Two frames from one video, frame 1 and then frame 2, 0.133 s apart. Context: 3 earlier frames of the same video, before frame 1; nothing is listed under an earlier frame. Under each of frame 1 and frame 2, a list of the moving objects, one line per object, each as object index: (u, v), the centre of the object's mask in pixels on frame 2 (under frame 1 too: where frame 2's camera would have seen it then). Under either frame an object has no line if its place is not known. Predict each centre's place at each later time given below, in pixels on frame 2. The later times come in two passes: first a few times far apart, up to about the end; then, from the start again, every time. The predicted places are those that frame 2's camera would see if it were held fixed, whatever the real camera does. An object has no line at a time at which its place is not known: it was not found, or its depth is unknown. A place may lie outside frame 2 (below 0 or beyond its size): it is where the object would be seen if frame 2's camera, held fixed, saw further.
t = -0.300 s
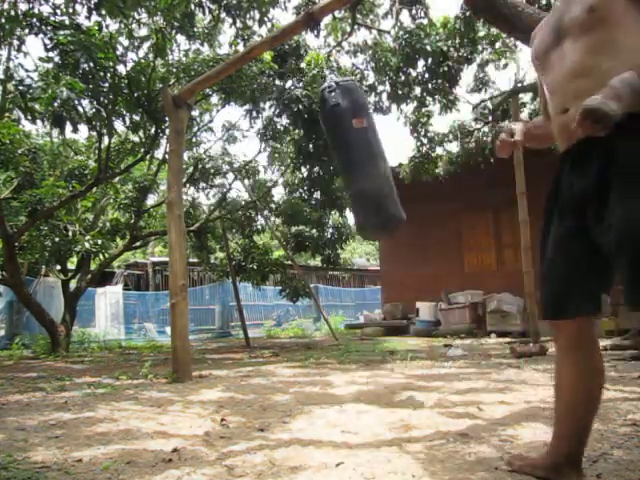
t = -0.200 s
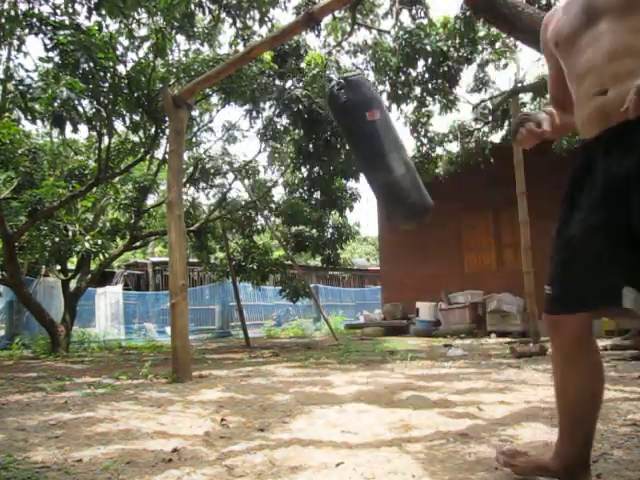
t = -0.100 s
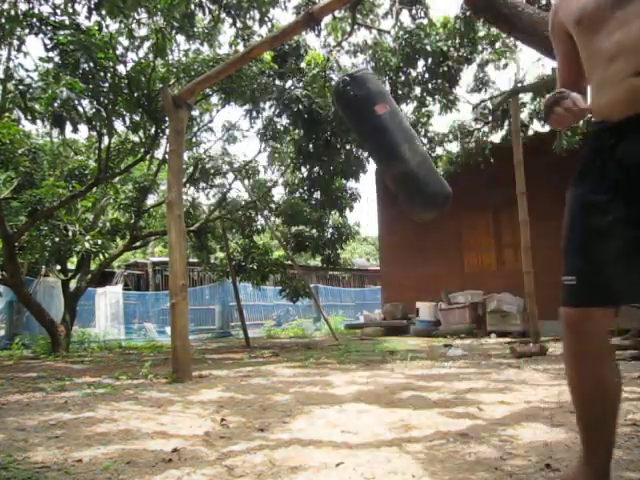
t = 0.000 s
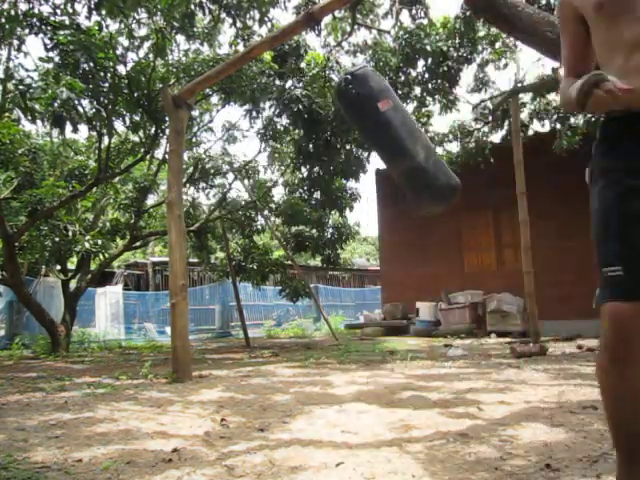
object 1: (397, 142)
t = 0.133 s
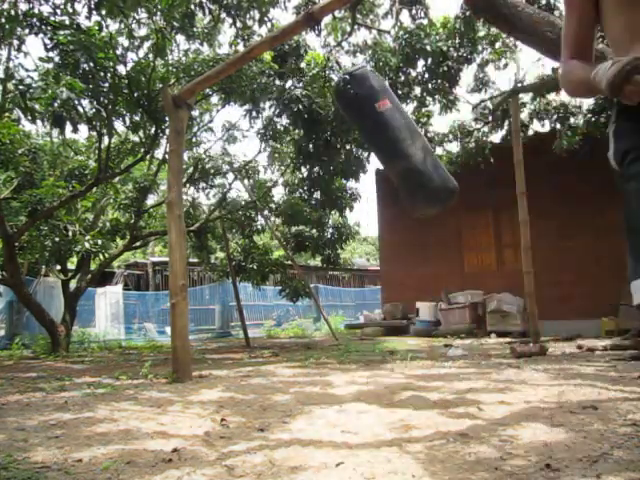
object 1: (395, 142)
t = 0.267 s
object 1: (381, 148)
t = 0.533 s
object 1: (323, 163)
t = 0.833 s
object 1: (259, 154)
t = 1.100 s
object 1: (245, 150)
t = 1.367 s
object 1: (274, 161)
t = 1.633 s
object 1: (332, 164)
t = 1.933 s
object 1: (384, 149)
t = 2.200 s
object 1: (386, 146)
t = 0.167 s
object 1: (393, 143)
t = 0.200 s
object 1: (390, 144)
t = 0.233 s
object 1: (386, 146)
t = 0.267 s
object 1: (381, 148)
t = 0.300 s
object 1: (376, 149)
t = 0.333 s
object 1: (370, 152)
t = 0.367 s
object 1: (363, 155)
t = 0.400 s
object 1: (357, 158)
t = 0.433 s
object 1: (348, 159)
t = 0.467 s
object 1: (340, 162)
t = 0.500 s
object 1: (332, 163)
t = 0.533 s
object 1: (323, 163)
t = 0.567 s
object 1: (314, 163)
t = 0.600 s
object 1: (306, 164)
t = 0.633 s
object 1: (298, 163)
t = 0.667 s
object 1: (290, 161)
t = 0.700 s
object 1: (282, 161)
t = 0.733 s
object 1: (276, 159)
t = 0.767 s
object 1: (270, 158)
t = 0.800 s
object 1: (264, 157)
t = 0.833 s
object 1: (259, 154)
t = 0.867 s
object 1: (254, 154)
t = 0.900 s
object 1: (251, 152)
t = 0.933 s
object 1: (248, 151)
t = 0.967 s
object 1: (247, 150)
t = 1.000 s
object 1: (245, 150)
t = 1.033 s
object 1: (245, 150)
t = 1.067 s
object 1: (244, 150)
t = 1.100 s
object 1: (245, 150)
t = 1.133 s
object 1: (246, 151)
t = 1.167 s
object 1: (248, 152)
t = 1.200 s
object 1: (251, 153)
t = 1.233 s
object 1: (254, 154)
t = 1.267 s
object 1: (258, 157)
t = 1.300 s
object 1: (262, 158)
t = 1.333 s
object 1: (268, 159)
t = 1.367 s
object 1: (274, 161)
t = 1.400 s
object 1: (280, 163)
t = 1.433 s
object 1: (287, 163)
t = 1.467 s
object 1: (293, 165)
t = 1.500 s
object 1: (302, 166)
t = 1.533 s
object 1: (309, 164)
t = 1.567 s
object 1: (317, 165)
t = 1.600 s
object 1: (325, 165)
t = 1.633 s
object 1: (332, 164)
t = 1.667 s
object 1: (339, 165)
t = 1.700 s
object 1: (346, 161)
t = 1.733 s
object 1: (354, 160)
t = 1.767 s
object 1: (361, 157)
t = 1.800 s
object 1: (367, 156)
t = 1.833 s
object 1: (372, 153)
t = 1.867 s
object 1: (377, 151)
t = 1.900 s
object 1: (381, 149)
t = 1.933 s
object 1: (384, 149)
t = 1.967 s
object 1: (387, 146)
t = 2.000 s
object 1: (389, 145)
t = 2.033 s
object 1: (390, 144)
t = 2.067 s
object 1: (391, 144)
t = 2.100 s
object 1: (391, 144)
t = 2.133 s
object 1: (390, 144)
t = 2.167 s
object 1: (389, 145)
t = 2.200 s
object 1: (386, 146)
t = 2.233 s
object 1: (384, 149)
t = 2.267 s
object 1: (380, 149)
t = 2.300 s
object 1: (375, 150)
